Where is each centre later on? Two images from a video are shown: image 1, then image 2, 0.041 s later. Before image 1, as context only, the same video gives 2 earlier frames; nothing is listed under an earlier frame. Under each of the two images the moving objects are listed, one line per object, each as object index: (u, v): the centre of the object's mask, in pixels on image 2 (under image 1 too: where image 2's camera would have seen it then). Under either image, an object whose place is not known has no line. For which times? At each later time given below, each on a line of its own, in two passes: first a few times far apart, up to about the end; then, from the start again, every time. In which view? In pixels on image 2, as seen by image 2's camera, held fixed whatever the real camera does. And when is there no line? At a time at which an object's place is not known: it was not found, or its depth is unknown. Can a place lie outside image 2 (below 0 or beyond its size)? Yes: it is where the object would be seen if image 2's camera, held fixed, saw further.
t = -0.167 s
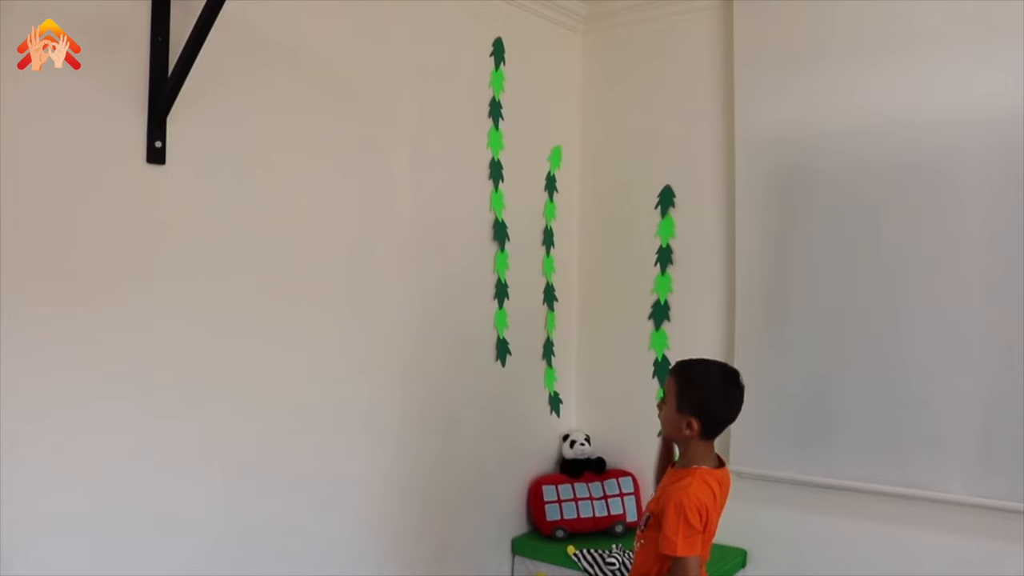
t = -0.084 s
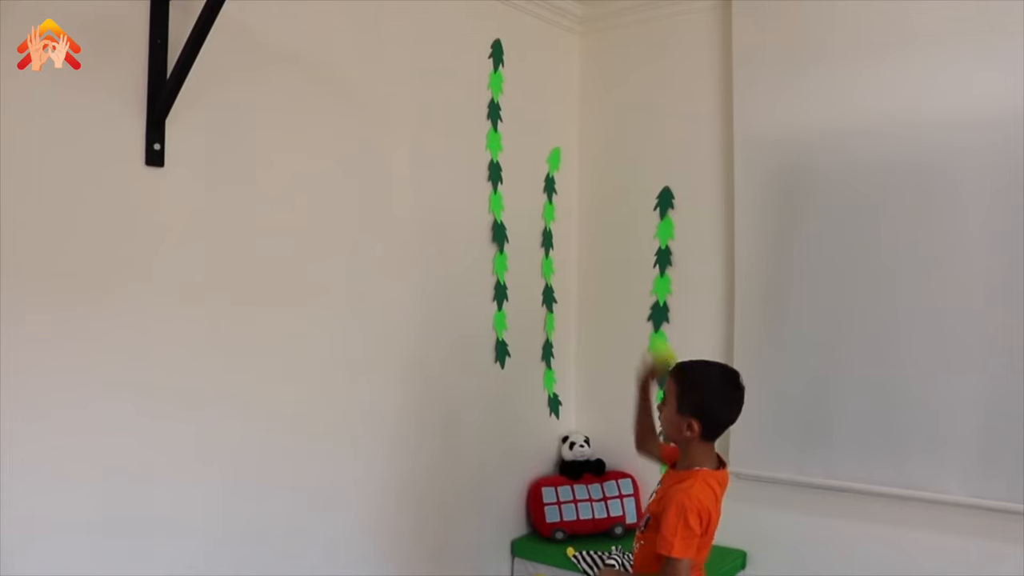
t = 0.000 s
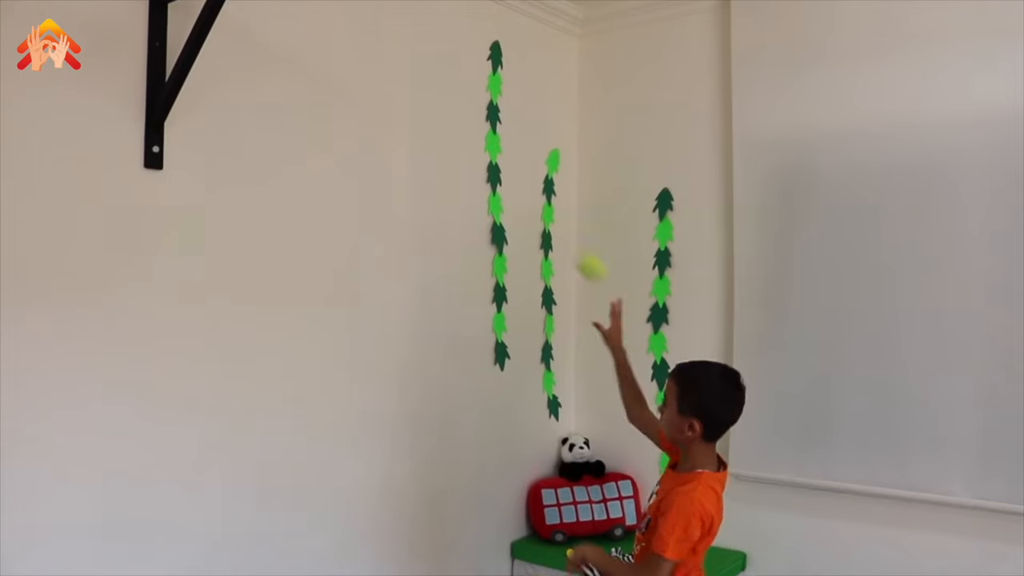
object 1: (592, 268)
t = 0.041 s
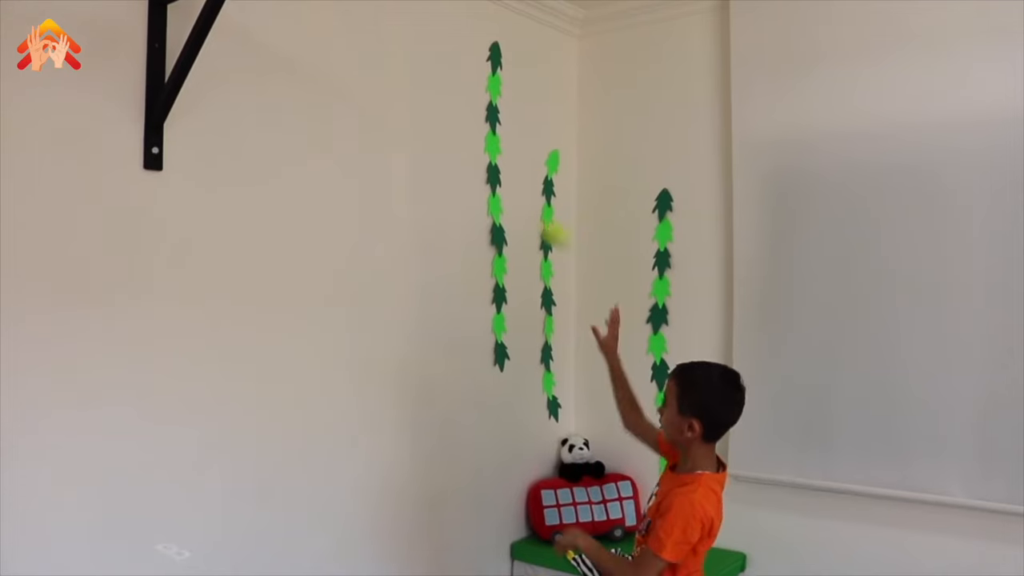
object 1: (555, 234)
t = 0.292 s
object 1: (370, 164)
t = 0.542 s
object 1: (466, 258)
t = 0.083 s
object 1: (520, 206)
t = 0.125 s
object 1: (487, 186)
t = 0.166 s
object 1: (456, 172)
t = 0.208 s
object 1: (426, 164)
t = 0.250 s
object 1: (398, 163)
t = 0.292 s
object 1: (370, 164)
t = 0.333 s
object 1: (363, 169)
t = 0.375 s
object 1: (382, 175)
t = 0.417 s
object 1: (402, 187)
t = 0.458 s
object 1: (422, 205)
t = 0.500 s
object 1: (443, 228)
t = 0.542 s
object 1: (466, 258)
